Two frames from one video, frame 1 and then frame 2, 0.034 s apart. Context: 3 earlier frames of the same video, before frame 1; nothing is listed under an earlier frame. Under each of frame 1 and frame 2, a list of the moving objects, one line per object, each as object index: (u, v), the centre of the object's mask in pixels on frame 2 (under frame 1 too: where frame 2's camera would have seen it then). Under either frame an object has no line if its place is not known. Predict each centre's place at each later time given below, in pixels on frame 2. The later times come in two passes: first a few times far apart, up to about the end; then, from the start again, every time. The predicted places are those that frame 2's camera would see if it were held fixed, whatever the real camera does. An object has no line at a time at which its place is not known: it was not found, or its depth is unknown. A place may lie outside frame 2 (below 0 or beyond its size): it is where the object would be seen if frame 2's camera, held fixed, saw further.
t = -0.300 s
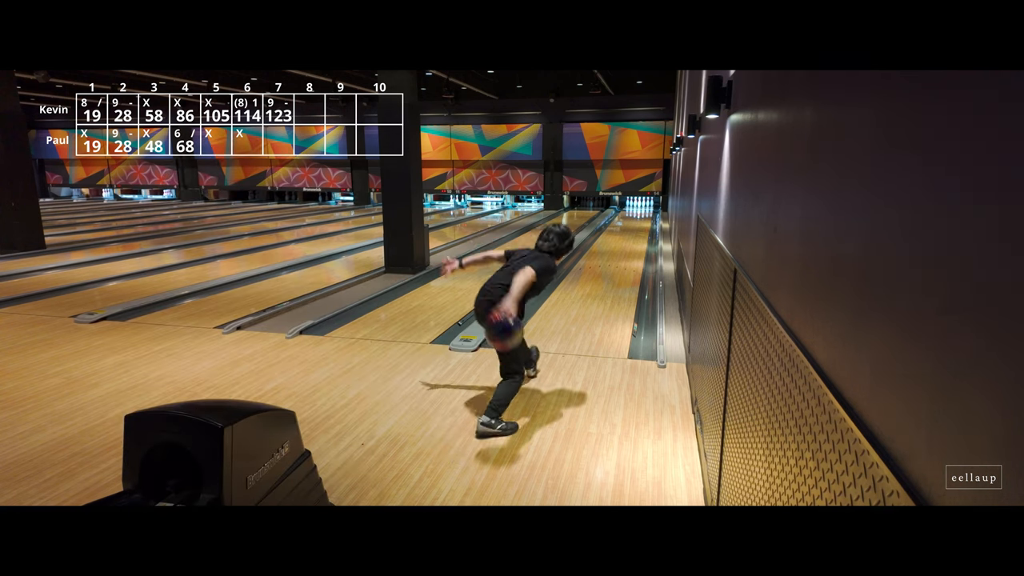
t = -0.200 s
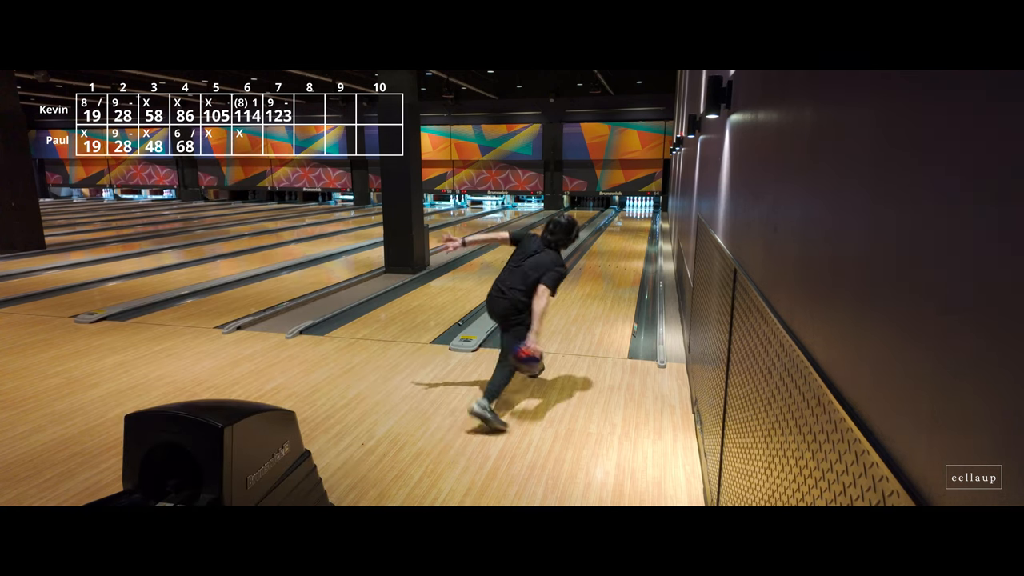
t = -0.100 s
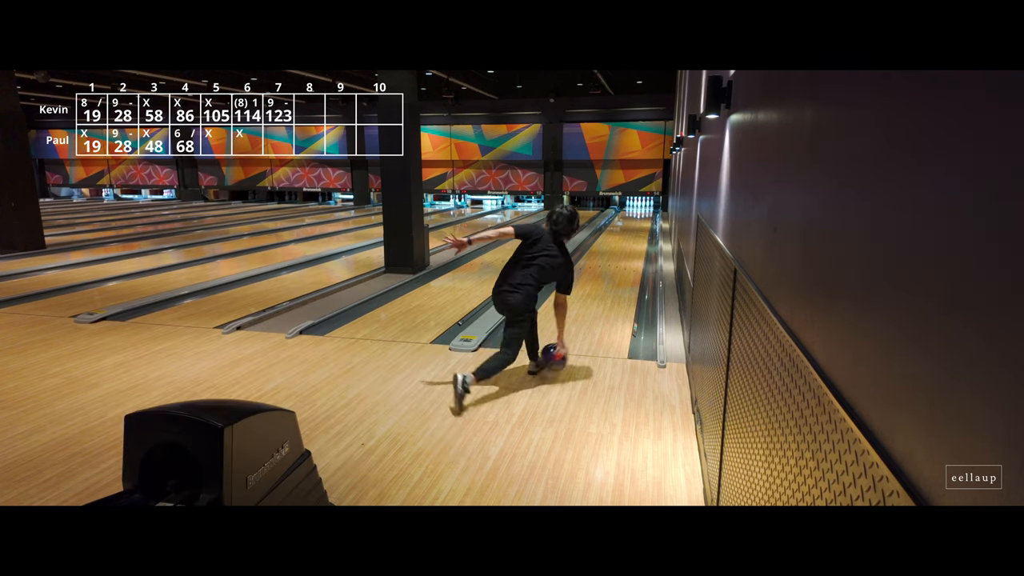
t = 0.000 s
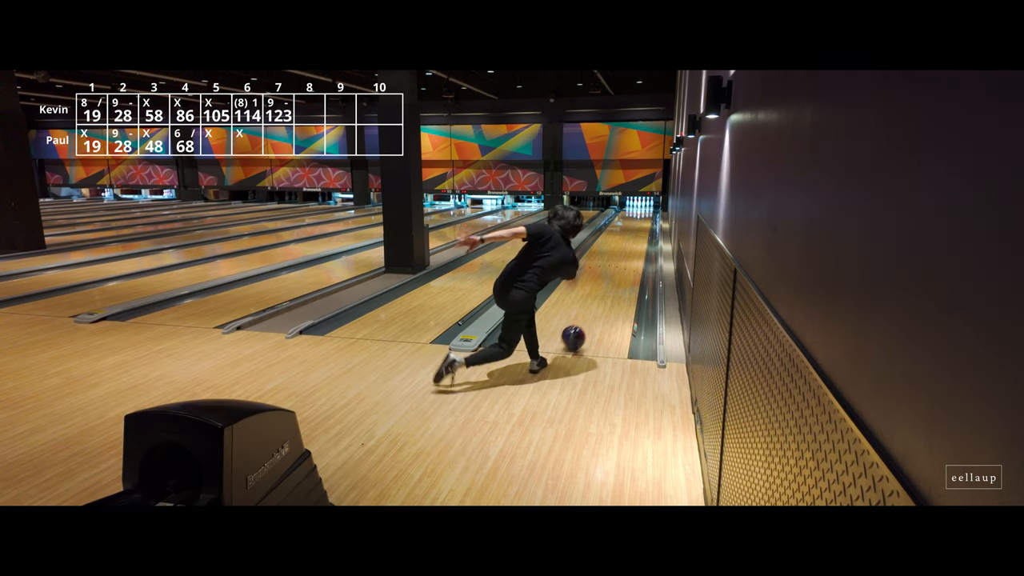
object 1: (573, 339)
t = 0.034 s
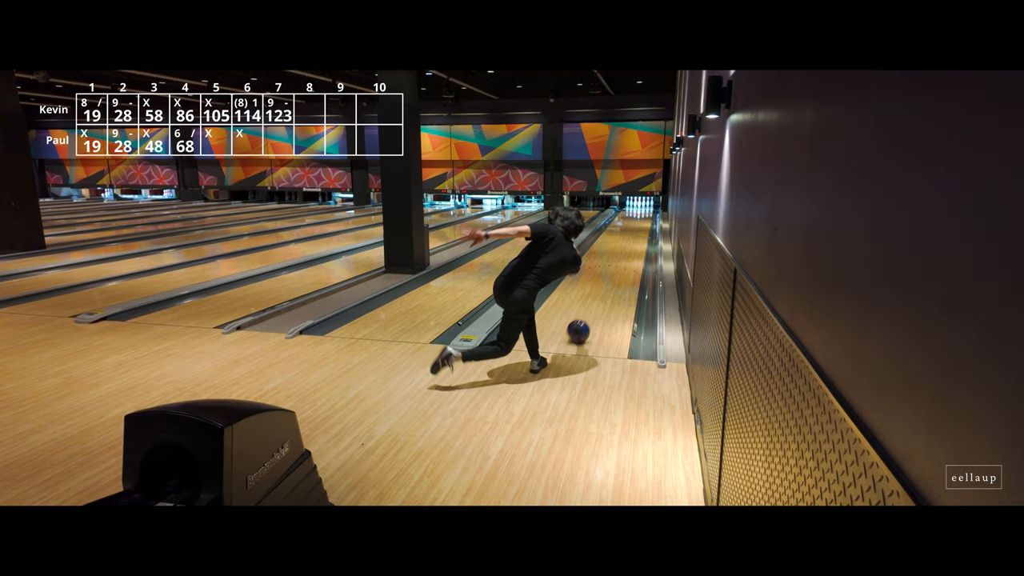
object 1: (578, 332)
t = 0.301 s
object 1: (607, 288)
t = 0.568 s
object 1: (623, 263)
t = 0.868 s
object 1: (634, 244)
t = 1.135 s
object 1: (640, 233)
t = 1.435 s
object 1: (645, 223)
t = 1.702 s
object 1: (647, 217)
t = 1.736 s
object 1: (647, 217)
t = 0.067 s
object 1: (583, 324)
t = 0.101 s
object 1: (587, 318)
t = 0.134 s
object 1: (591, 312)
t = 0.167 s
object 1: (595, 306)
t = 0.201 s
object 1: (598, 301)
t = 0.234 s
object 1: (601, 296)
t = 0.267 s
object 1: (604, 292)
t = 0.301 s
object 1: (607, 288)
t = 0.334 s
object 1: (609, 284)
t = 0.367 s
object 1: (612, 281)
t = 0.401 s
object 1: (614, 277)
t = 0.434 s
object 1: (616, 274)
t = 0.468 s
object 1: (618, 271)
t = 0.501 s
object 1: (619, 268)
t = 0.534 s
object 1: (621, 265)
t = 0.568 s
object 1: (623, 263)
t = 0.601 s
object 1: (624, 260)
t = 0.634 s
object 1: (626, 258)
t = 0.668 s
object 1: (627, 256)
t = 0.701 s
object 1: (629, 253)
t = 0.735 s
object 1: (630, 251)
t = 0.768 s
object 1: (631, 250)
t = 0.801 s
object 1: (632, 248)
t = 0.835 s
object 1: (633, 246)
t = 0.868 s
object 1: (634, 244)
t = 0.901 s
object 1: (635, 243)
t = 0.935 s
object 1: (636, 241)
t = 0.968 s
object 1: (637, 239)
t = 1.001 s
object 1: (637, 238)
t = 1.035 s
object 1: (638, 237)
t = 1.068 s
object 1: (639, 236)
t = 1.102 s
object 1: (640, 234)
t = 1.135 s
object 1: (640, 233)
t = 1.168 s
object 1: (641, 231)
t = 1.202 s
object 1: (641, 230)
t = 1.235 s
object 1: (642, 229)
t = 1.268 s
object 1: (643, 228)
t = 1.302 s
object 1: (643, 227)
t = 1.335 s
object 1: (643, 226)
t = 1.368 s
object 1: (644, 225)
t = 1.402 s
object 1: (644, 224)
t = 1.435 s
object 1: (645, 223)
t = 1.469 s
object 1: (645, 222)
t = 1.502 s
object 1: (645, 222)
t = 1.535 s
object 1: (646, 221)
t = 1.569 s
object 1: (646, 220)
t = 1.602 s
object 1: (646, 220)
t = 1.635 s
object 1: (646, 219)
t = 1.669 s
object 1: (647, 218)
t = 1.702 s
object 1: (647, 217)
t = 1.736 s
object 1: (647, 217)
